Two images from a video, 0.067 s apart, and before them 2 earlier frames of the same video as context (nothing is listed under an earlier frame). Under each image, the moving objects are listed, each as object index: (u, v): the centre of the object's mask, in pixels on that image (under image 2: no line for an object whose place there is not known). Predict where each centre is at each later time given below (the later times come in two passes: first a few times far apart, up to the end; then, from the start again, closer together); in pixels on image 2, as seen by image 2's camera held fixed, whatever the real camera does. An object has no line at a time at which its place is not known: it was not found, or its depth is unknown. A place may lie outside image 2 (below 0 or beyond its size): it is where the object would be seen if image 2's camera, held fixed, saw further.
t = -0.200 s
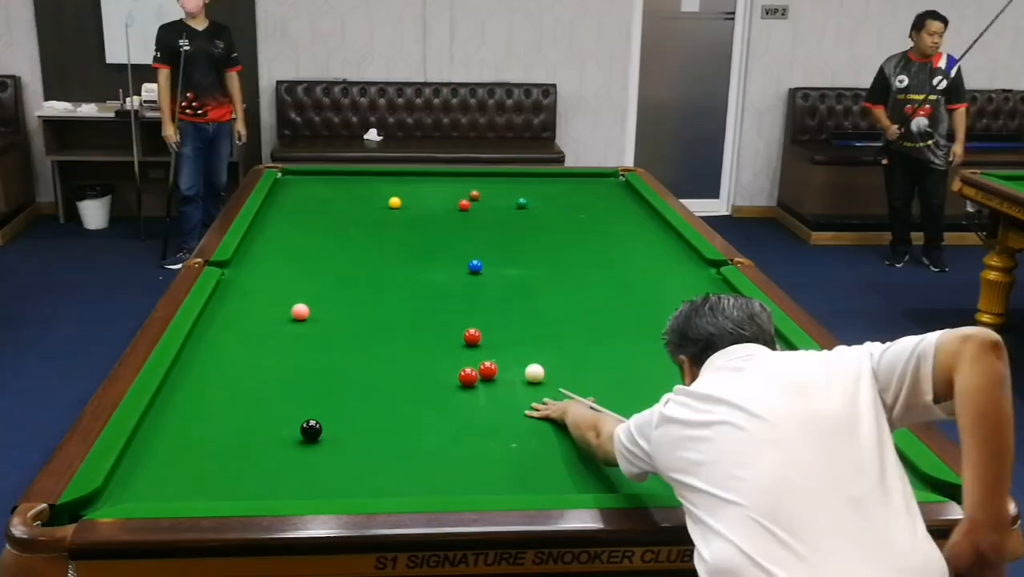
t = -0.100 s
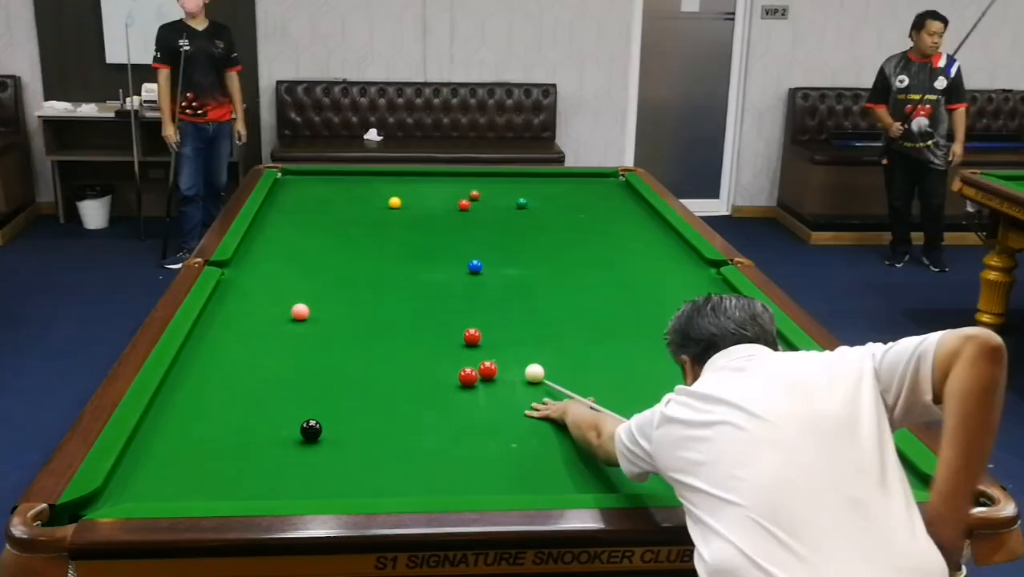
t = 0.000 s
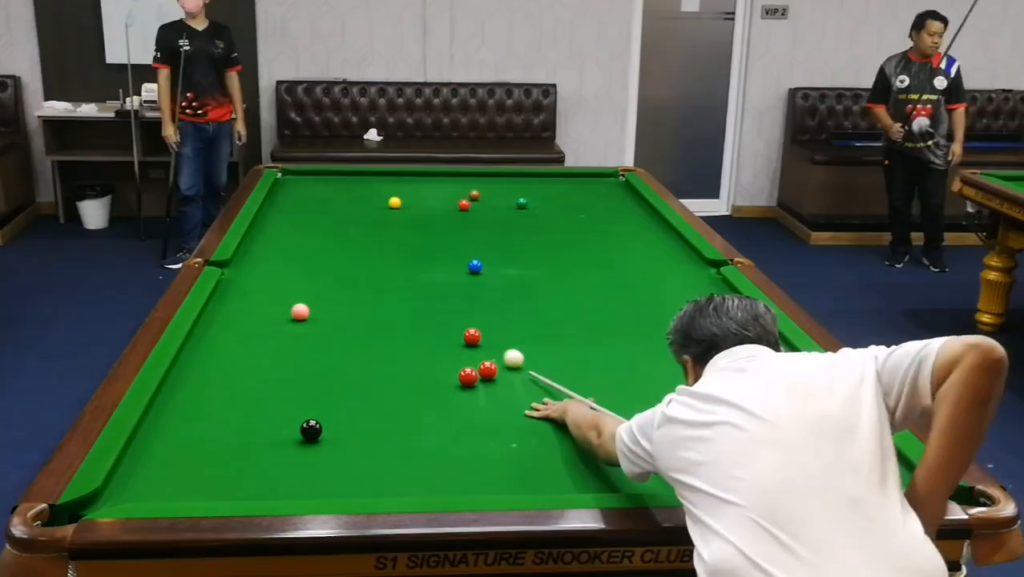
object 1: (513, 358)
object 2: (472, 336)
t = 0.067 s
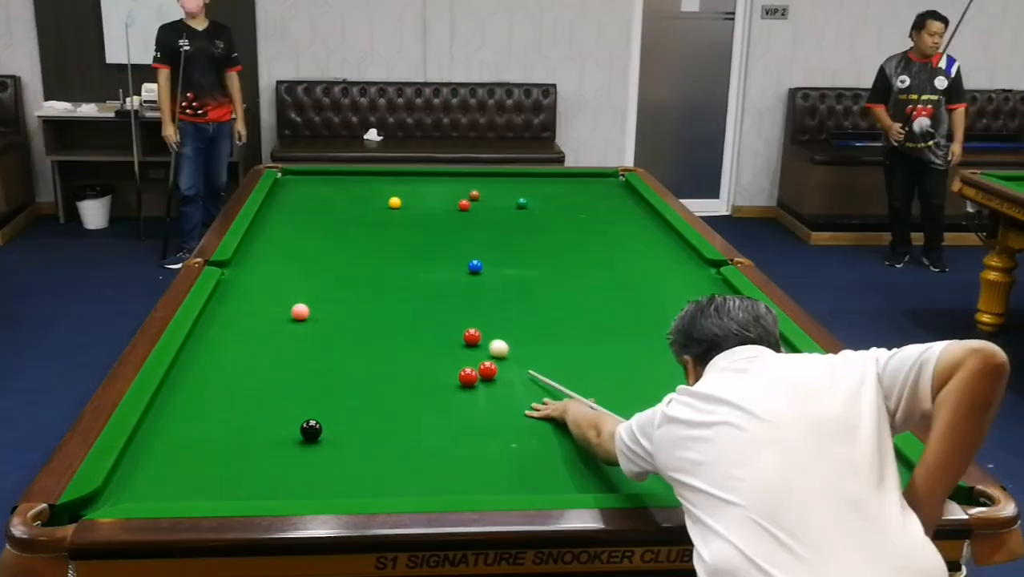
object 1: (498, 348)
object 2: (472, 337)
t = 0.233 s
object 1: (493, 336)
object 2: (452, 331)
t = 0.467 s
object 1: (506, 328)
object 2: (416, 321)
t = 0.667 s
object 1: (516, 321)
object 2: (387, 313)
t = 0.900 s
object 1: (527, 314)
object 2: (356, 305)
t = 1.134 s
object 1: (536, 308)
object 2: (327, 297)
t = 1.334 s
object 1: (543, 303)
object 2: (304, 291)
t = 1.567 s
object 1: (550, 297)
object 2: (279, 284)
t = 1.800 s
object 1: (557, 293)
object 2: (256, 278)
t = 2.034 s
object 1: (562, 288)
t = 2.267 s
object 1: (568, 284)
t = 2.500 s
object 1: (572, 281)
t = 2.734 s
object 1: (577, 278)
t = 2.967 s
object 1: (581, 275)
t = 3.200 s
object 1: (584, 273)
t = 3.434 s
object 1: (587, 271)
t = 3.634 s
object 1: (589, 270)
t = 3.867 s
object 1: (591, 269)
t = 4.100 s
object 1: (593, 268)
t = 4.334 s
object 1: (594, 267)
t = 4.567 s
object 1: (595, 267)
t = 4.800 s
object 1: (595, 266)
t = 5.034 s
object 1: (595, 267)
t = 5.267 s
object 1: (595, 266)
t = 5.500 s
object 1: (595, 266)
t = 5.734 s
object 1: (595, 266)
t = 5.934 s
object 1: (595, 266)
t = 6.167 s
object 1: (595, 266)
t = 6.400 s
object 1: (595, 267)
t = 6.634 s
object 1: (595, 267)
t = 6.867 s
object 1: (595, 267)
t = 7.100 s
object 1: (595, 267)
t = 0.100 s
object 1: (492, 344)
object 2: (472, 337)
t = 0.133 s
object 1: (487, 340)
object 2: (471, 336)
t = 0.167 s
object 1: (489, 338)
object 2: (464, 334)
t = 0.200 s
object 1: (491, 337)
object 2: (457, 333)
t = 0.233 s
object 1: (493, 336)
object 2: (452, 331)
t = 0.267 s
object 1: (495, 335)
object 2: (446, 330)
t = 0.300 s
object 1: (497, 333)
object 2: (441, 328)
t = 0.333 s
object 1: (499, 332)
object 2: (436, 327)
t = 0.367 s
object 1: (501, 331)
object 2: (431, 325)
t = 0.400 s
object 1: (503, 330)
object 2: (426, 324)
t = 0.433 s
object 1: (504, 329)
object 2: (421, 323)
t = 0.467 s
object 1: (506, 328)
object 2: (416, 321)
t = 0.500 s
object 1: (508, 327)
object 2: (411, 320)
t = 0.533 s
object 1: (510, 325)
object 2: (406, 319)
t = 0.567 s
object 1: (511, 324)
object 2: (401, 317)
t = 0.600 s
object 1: (513, 323)
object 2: (397, 316)
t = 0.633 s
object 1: (515, 322)
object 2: (392, 315)
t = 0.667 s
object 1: (516, 321)
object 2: (387, 313)
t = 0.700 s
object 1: (518, 320)
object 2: (382, 312)
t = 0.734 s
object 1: (519, 319)
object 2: (378, 311)
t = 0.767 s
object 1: (521, 318)
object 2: (374, 310)
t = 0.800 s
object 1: (522, 317)
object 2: (369, 308)
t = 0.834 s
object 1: (524, 316)
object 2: (365, 307)
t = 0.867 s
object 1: (525, 315)
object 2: (360, 306)
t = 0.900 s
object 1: (527, 314)
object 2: (356, 305)
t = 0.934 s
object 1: (528, 313)
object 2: (352, 304)
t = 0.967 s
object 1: (529, 312)
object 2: (348, 302)
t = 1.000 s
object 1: (531, 311)
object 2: (343, 301)
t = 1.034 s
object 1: (532, 310)
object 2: (339, 300)
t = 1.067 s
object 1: (533, 309)
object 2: (335, 299)
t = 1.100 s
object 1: (535, 309)
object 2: (331, 298)
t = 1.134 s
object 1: (536, 308)
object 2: (327, 297)
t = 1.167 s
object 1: (537, 307)
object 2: (323, 296)
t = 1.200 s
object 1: (538, 306)
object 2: (319, 295)
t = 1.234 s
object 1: (540, 305)
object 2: (316, 294)
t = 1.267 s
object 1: (541, 304)
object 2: (312, 293)
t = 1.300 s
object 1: (542, 304)
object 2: (308, 292)
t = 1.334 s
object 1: (543, 303)
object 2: (304, 291)
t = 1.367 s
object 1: (544, 302)
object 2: (300, 290)
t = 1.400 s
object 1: (545, 301)
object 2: (297, 289)
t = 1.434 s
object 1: (546, 301)
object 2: (293, 288)
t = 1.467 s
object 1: (547, 300)
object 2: (289, 287)
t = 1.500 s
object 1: (548, 299)
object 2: (286, 286)
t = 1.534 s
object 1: (549, 298)
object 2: (282, 285)
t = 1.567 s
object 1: (550, 297)
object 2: (279, 284)
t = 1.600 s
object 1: (551, 297)
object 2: (276, 284)
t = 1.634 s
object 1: (552, 296)
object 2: (272, 282)
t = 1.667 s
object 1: (553, 295)
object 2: (269, 282)
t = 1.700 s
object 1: (554, 295)
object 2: (265, 281)
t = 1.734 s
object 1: (555, 294)
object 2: (262, 280)
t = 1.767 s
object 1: (556, 293)
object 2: (259, 279)
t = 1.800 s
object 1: (557, 293)
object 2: (256, 278)
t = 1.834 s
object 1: (558, 292)
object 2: (253, 278)
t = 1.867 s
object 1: (558, 291)
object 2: (249, 277)
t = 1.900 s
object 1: (559, 291)
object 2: (246, 276)
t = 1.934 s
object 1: (560, 290)
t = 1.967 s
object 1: (561, 290)
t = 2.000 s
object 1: (562, 289)
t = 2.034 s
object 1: (562, 288)
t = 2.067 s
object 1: (563, 288)
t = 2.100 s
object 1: (564, 287)
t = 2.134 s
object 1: (565, 287)
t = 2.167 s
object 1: (565, 286)
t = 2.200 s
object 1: (566, 286)
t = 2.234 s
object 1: (567, 285)
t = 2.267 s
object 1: (568, 284)
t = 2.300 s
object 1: (568, 284)
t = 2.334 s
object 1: (569, 283)
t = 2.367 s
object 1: (570, 283)
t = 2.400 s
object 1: (570, 282)
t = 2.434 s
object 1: (571, 282)
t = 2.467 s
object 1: (572, 281)
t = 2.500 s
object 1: (572, 281)
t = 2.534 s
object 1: (573, 281)
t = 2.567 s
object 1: (574, 280)
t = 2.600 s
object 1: (574, 280)
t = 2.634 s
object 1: (575, 279)
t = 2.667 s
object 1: (576, 279)
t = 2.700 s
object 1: (576, 279)
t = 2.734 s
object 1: (577, 278)
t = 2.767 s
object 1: (578, 278)
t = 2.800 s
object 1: (578, 277)
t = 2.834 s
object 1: (579, 277)
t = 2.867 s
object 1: (579, 276)
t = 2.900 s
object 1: (580, 276)
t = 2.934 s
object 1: (580, 276)
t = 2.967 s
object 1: (581, 275)
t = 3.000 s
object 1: (581, 275)
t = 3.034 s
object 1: (582, 275)
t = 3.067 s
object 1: (582, 275)
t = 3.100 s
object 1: (583, 274)
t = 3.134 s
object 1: (583, 274)
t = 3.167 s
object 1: (584, 273)
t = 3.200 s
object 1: (584, 273)
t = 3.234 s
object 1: (585, 273)
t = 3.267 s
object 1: (585, 273)
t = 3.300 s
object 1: (585, 272)
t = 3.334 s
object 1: (586, 272)
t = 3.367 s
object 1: (586, 272)
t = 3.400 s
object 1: (587, 272)
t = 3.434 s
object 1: (587, 271)
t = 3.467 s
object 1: (587, 271)
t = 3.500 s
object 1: (588, 271)
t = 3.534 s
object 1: (588, 271)
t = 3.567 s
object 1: (588, 270)
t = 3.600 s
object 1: (589, 270)
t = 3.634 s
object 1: (589, 270)
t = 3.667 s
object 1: (589, 270)
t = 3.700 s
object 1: (590, 270)
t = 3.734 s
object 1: (590, 269)
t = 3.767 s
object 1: (590, 269)
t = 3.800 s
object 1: (591, 269)
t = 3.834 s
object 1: (591, 269)
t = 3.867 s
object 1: (591, 269)
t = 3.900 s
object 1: (592, 268)
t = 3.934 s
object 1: (592, 268)
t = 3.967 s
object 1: (592, 268)
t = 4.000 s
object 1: (592, 268)
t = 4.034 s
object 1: (593, 268)
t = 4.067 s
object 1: (593, 268)
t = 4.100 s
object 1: (593, 268)
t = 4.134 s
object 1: (593, 268)
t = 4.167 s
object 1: (593, 268)
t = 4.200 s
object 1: (593, 267)
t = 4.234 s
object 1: (594, 267)
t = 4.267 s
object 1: (594, 267)
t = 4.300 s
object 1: (594, 267)
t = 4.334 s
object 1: (594, 267)
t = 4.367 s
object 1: (594, 267)
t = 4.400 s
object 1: (594, 267)
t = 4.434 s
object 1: (594, 267)
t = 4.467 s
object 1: (594, 267)
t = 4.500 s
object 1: (594, 267)
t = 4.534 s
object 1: (595, 267)
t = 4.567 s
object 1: (595, 267)
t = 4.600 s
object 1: (595, 267)
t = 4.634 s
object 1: (595, 266)
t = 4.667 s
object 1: (595, 266)
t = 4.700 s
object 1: (595, 266)
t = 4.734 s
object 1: (595, 266)
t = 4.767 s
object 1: (595, 266)
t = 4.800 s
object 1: (595, 266)
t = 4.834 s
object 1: (595, 267)
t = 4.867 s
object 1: (595, 266)
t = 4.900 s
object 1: (595, 266)
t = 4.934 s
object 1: (595, 266)
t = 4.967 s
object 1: (595, 266)
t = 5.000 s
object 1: (595, 267)
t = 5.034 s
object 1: (595, 267)
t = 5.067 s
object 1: (595, 266)
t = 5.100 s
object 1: (595, 266)
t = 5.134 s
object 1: (595, 266)
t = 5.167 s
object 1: (595, 266)
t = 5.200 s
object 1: (595, 266)
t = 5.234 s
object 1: (595, 266)
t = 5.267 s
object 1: (595, 266)
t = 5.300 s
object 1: (595, 266)
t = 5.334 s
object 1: (595, 266)
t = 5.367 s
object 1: (595, 266)
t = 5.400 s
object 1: (595, 266)
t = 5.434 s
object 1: (595, 266)
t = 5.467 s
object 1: (595, 266)
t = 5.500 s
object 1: (595, 266)
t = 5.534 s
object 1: (595, 266)
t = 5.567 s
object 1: (595, 266)
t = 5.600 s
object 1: (595, 266)
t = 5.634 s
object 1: (595, 266)
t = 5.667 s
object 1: (595, 266)
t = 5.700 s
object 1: (595, 266)
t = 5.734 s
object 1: (595, 266)
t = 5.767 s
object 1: (595, 266)
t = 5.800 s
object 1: (595, 266)
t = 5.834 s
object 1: (595, 266)
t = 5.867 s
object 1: (595, 267)
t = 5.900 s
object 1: (595, 266)
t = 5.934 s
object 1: (595, 266)
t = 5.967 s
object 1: (595, 266)
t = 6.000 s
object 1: (595, 266)
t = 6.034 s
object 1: (595, 266)
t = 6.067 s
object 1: (595, 266)
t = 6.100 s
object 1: (595, 266)
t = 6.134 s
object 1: (595, 266)
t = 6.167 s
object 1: (595, 266)
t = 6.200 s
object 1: (595, 266)
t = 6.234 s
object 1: (595, 266)
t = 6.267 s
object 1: (595, 267)
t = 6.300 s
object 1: (595, 266)
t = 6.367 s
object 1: (595, 267)
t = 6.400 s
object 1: (595, 267)
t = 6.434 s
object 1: (595, 267)
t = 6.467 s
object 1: (595, 267)
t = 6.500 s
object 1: (595, 267)
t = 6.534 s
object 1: (595, 267)
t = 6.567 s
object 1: (595, 267)
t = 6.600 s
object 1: (595, 267)
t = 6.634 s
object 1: (595, 267)
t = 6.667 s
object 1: (595, 267)
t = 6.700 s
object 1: (595, 267)
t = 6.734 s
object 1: (595, 267)
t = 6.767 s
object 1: (595, 267)
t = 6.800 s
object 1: (595, 267)
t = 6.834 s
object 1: (595, 267)
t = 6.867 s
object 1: (595, 267)
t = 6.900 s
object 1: (595, 267)
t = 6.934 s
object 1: (595, 267)
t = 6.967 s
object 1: (595, 267)
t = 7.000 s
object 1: (595, 267)
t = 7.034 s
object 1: (595, 267)
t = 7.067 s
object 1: (595, 267)
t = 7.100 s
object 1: (595, 267)
